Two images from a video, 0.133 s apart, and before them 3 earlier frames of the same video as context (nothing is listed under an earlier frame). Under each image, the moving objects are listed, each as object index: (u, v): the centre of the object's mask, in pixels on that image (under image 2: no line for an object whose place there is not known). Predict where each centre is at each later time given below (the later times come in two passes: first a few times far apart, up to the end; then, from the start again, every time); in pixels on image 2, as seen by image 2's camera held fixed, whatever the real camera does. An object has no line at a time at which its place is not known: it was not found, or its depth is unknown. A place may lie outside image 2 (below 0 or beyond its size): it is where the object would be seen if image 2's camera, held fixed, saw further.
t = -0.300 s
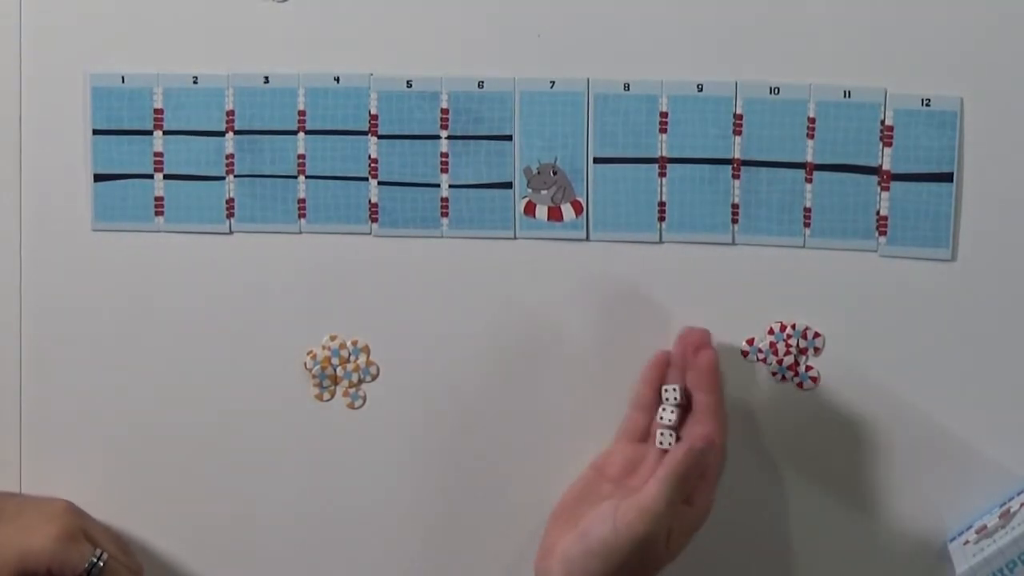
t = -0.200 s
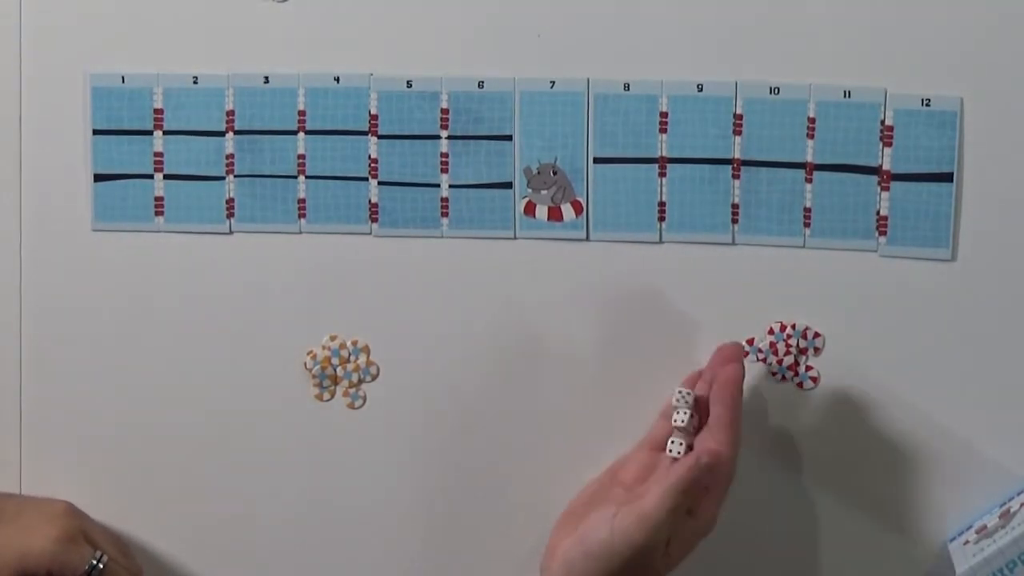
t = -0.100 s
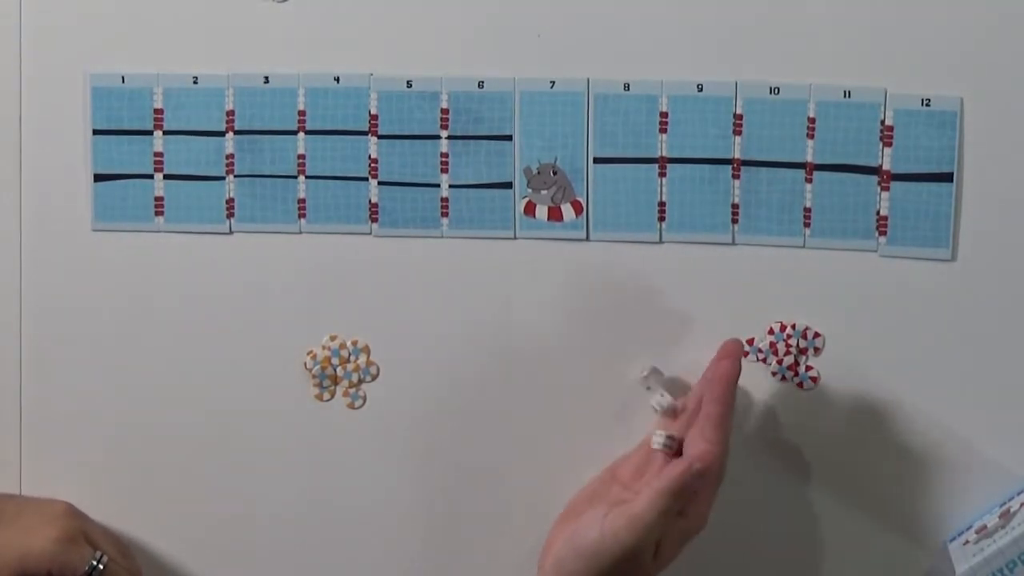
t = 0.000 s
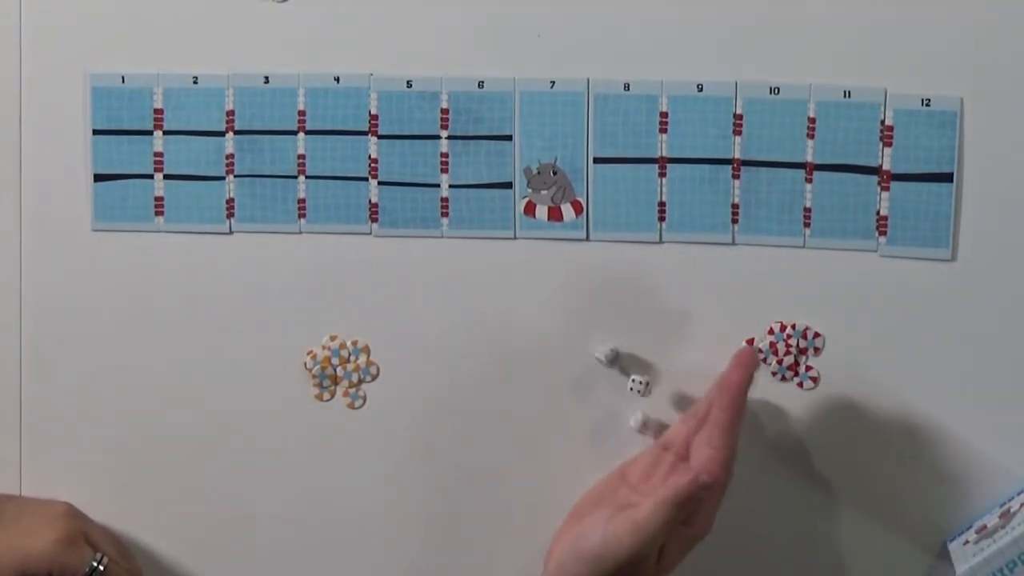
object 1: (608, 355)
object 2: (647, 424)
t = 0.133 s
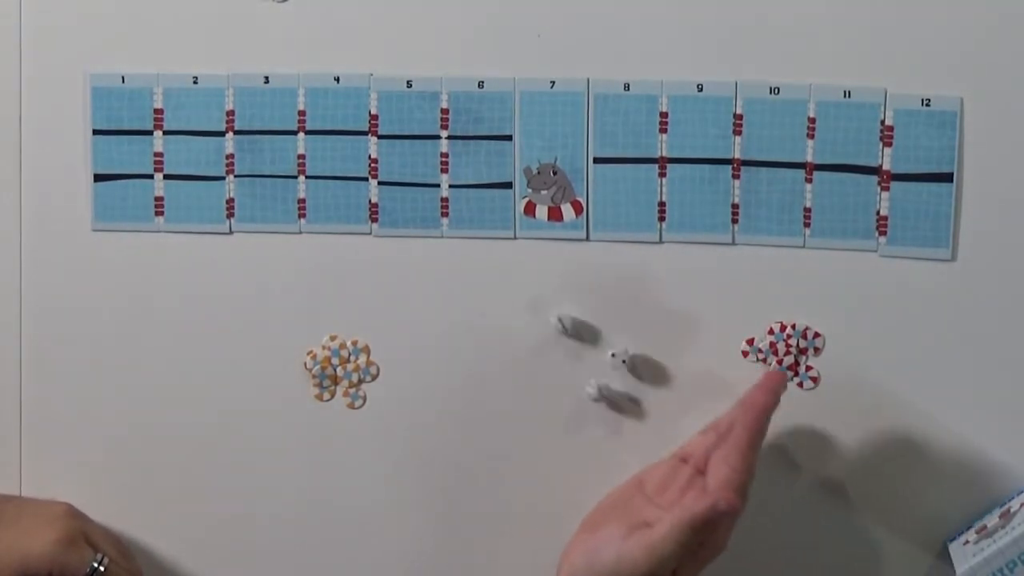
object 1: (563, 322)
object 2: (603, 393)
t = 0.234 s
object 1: (532, 300)
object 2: (563, 359)
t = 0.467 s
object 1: (496, 260)
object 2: (487, 282)
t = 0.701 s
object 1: (494, 256)
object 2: (446, 257)
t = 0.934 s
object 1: (494, 256)
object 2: (447, 256)
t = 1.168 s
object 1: (494, 256)
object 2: (447, 256)
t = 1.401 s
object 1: (494, 256)
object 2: (447, 256)
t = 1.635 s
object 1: (495, 255)
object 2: (448, 256)
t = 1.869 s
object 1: (495, 255)
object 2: (448, 256)
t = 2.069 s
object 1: (494, 255)
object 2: (449, 257)
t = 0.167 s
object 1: (552, 314)
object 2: (599, 388)
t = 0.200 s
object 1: (544, 305)
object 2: (576, 372)
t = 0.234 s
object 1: (532, 300)
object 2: (563, 359)
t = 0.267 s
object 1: (525, 295)
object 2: (549, 343)
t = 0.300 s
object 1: (519, 292)
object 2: (539, 334)
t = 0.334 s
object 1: (513, 284)
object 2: (528, 320)
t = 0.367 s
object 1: (509, 279)
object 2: (515, 307)
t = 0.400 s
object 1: (503, 273)
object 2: (505, 299)
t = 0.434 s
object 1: (499, 266)
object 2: (494, 289)
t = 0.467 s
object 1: (496, 260)
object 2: (487, 282)
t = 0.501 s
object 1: (495, 257)
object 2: (475, 277)
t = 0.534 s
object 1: (494, 256)
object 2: (468, 272)
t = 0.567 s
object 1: (494, 256)
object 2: (463, 267)
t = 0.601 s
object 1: (494, 256)
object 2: (456, 264)
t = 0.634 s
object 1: (494, 256)
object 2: (450, 260)
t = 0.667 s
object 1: (494, 256)
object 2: (447, 259)
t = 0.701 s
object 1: (494, 256)
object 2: (446, 257)
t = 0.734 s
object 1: (494, 256)
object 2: (446, 256)
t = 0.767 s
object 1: (494, 256)
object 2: (447, 256)
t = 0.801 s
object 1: (494, 256)
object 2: (447, 256)
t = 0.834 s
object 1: (494, 256)
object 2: (446, 256)
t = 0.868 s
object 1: (494, 256)
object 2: (447, 256)
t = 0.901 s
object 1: (494, 256)
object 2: (447, 256)
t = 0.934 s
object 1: (494, 256)
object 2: (447, 256)
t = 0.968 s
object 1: (494, 256)
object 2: (447, 256)
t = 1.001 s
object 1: (494, 256)
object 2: (447, 256)
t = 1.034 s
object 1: (494, 256)
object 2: (447, 256)
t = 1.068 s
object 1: (494, 256)
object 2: (447, 256)
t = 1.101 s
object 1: (495, 256)
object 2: (447, 256)
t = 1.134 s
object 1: (494, 256)
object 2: (447, 256)
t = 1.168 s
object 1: (494, 256)
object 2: (447, 256)
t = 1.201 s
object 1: (494, 256)
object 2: (447, 256)
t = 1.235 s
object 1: (494, 256)
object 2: (447, 256)
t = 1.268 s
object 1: (494, 256)
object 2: (447, 256)
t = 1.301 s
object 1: (494, 256)
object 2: (447, 256)
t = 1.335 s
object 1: (494, 256)
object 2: (447, 256)
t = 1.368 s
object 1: (494, 256)
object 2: (447, 256)
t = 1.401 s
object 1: (494, 256)
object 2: (447, 256)
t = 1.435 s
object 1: (494, 256)
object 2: (447, 256)
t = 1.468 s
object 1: (494, 256)
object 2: (447, 256)
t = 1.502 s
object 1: (494, 256)
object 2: (447, 256)
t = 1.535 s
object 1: (494, 256)
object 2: (447, 256)
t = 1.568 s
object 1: (494, 256)
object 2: (447, 256)
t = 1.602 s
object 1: (495, 256)
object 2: (448, 256)
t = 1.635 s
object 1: (495, 255)
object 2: (448, 256)
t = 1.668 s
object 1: (495, 255)
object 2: (448, 256)
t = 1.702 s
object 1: (495, 255)
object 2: (448, 256)
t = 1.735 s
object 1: (495, 255)
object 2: (448, 256)
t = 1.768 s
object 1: (494, 255)
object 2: (448, 256)
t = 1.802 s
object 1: (495, 256)
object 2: (448, 256)
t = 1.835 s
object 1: (494, 255)
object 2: (448, 256)
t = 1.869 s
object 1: (495, 255)
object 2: (448, 256)
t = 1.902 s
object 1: (495, 256)
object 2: (448, 257)
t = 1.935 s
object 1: (495, 256)
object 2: (449, 257)
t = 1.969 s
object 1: (494, 255)
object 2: (449, 257)
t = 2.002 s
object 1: (494, 256)
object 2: (449, 257)
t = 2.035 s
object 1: (494, 255)
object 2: (449, 257)
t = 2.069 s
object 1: (494, 255)
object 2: (449, 257)
